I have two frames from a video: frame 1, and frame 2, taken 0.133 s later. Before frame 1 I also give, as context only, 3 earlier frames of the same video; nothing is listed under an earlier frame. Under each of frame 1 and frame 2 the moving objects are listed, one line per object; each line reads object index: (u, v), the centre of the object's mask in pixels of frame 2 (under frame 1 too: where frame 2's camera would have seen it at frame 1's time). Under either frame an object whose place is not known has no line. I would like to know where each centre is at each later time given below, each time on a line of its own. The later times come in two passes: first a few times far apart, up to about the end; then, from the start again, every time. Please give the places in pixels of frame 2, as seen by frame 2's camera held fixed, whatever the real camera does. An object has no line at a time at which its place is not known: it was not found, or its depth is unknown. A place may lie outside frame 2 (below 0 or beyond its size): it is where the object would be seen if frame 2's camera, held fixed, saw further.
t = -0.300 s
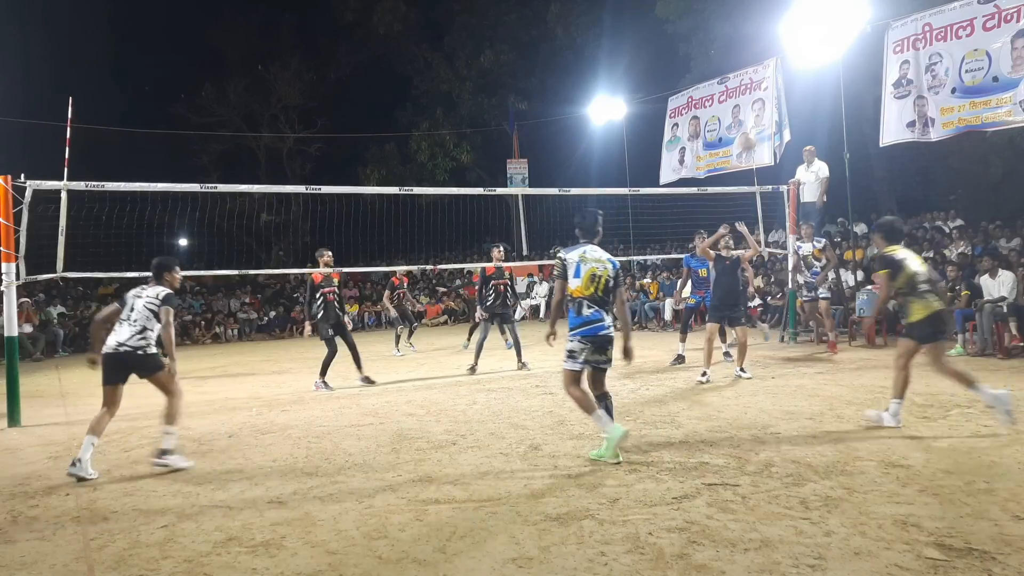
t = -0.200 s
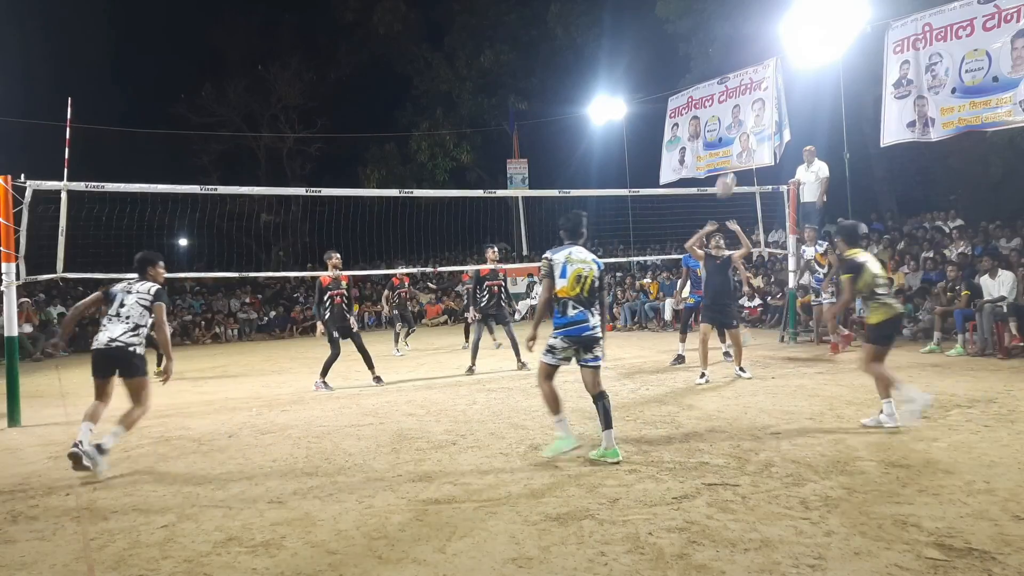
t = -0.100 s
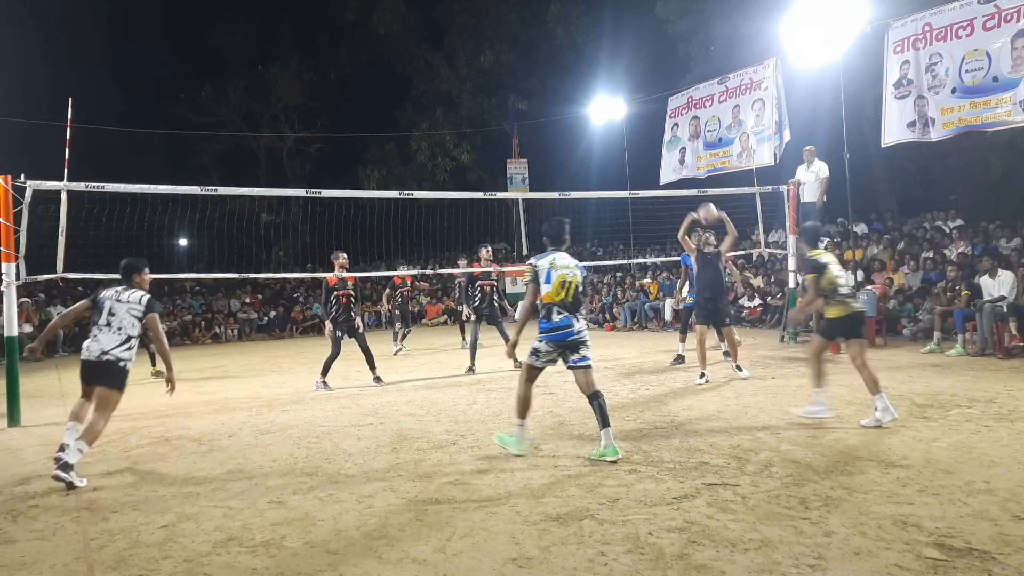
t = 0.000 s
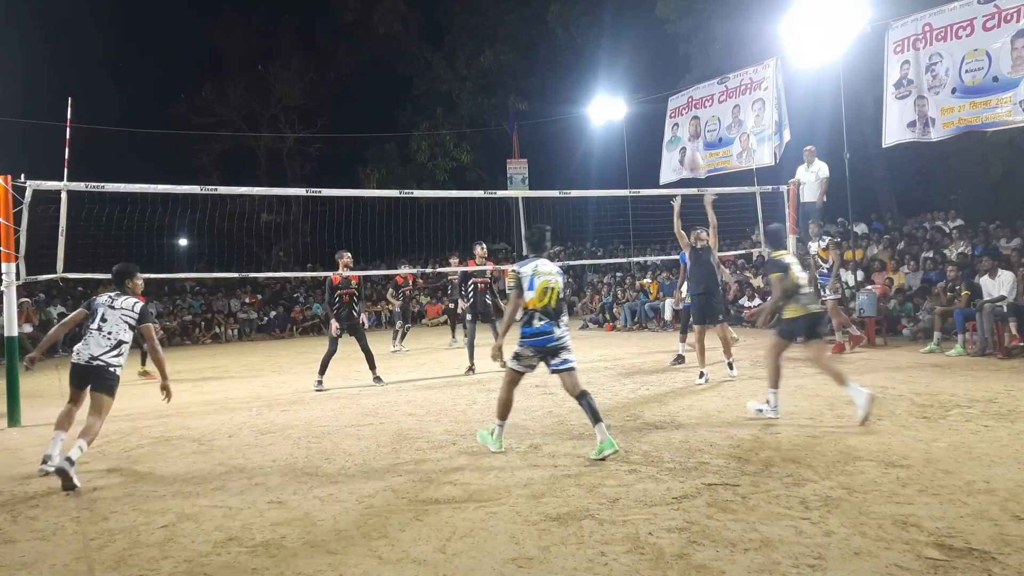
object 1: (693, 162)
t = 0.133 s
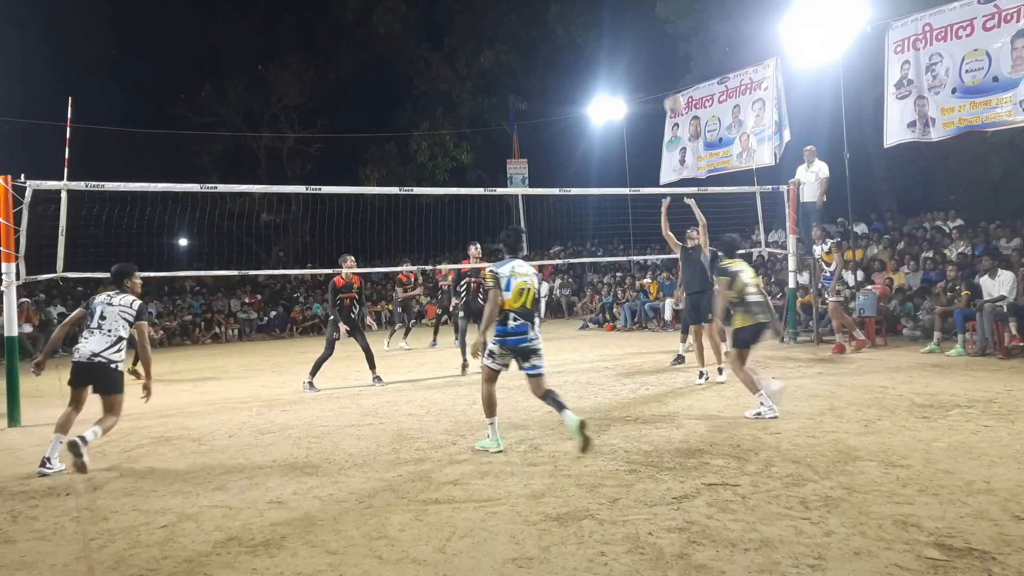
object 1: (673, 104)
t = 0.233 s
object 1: (660, 71)
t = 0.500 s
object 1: (624, 23)
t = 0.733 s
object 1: (595, 32)
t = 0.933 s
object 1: (571, 80)
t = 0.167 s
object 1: (669, 92)
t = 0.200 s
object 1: (665, 82)
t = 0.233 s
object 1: (660, 71)
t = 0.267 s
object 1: (655, 62)
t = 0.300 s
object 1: (651, 54)
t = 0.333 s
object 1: (646, 46)
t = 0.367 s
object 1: (642, 40)
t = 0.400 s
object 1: (637, 34)
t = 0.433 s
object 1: (633, 29)
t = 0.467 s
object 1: (628, 26)
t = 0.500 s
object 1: (624, 23)
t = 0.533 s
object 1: (620, 22)
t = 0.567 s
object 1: (615, 21)
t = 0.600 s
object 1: (611, 21)
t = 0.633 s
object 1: (607, 23)
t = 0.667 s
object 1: (603, 25)
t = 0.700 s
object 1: (599, 28)
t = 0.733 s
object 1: (595, 32)
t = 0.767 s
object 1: (590, 38)
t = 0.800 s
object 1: (586, 44)
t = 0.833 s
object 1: (582, 52)
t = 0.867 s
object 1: (578, 60)
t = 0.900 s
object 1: (575, 69)
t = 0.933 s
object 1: (571, 80)
